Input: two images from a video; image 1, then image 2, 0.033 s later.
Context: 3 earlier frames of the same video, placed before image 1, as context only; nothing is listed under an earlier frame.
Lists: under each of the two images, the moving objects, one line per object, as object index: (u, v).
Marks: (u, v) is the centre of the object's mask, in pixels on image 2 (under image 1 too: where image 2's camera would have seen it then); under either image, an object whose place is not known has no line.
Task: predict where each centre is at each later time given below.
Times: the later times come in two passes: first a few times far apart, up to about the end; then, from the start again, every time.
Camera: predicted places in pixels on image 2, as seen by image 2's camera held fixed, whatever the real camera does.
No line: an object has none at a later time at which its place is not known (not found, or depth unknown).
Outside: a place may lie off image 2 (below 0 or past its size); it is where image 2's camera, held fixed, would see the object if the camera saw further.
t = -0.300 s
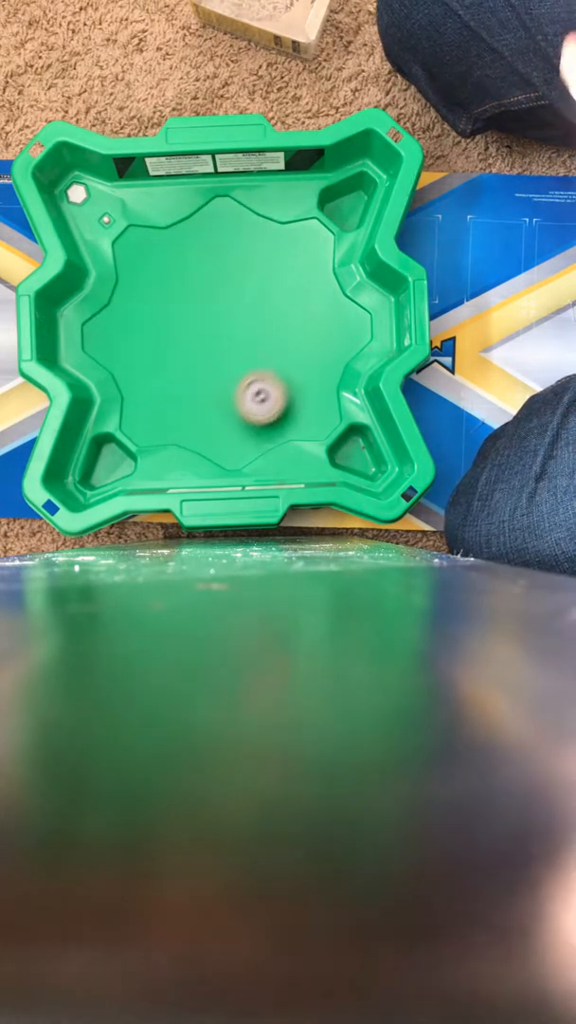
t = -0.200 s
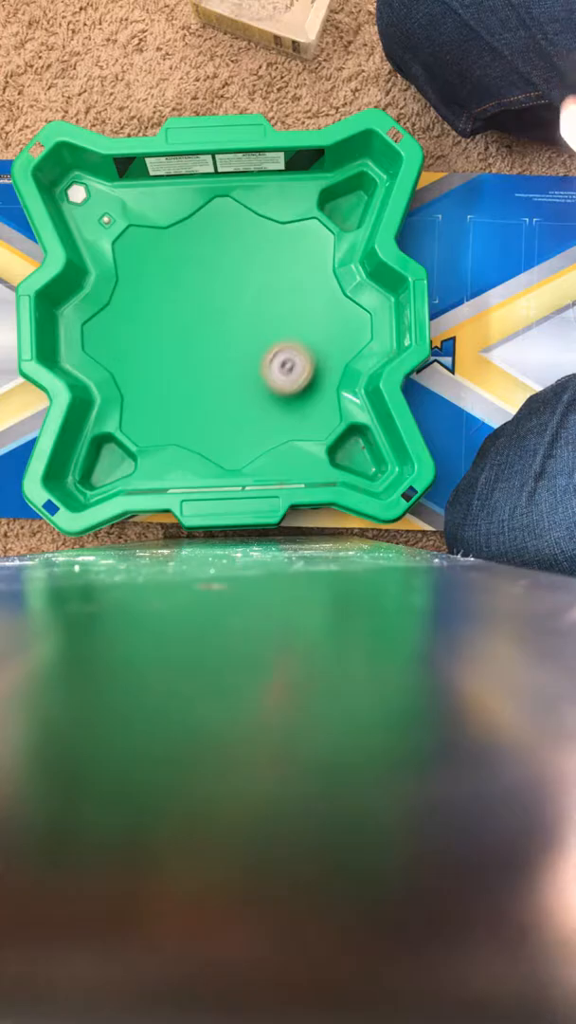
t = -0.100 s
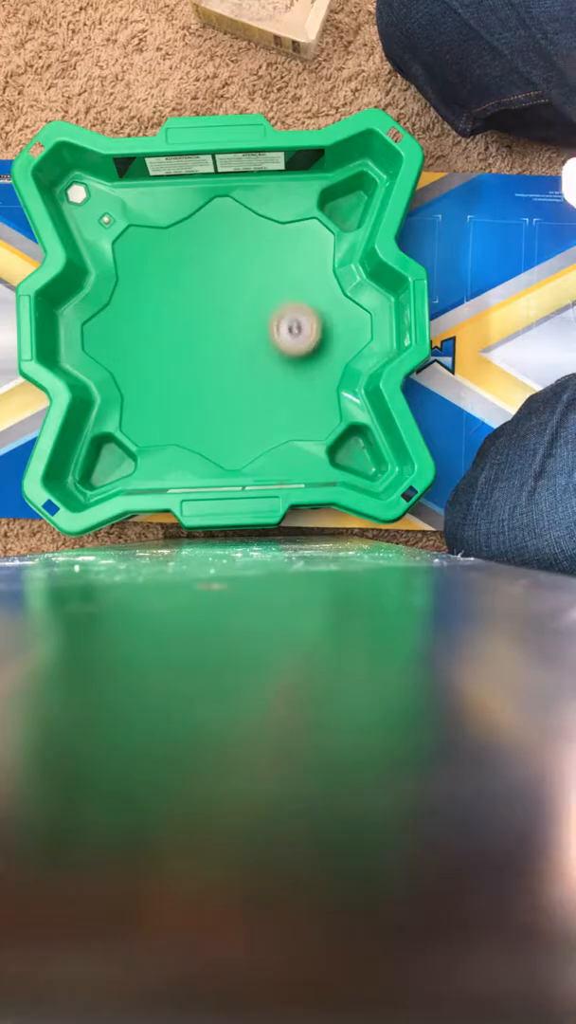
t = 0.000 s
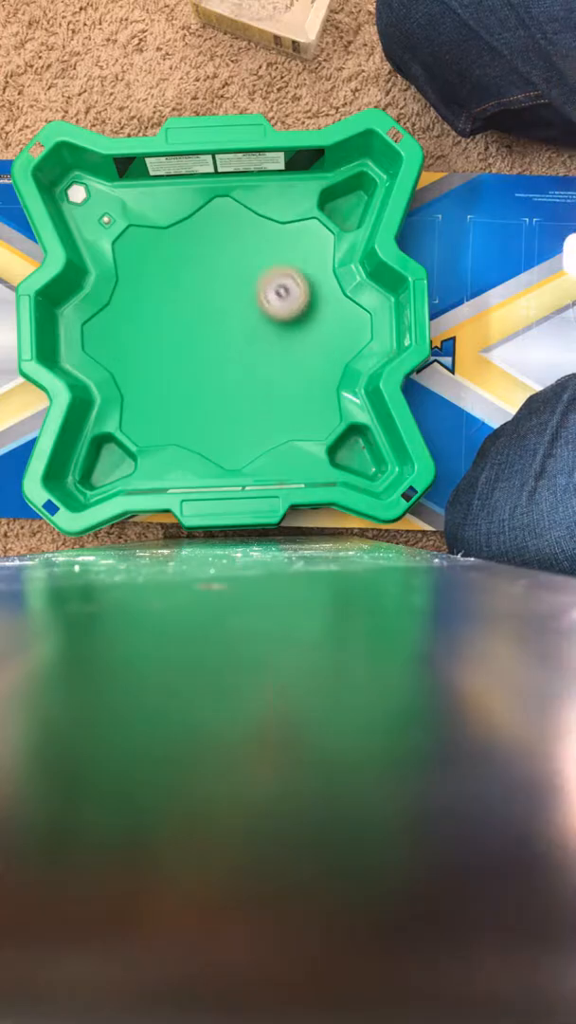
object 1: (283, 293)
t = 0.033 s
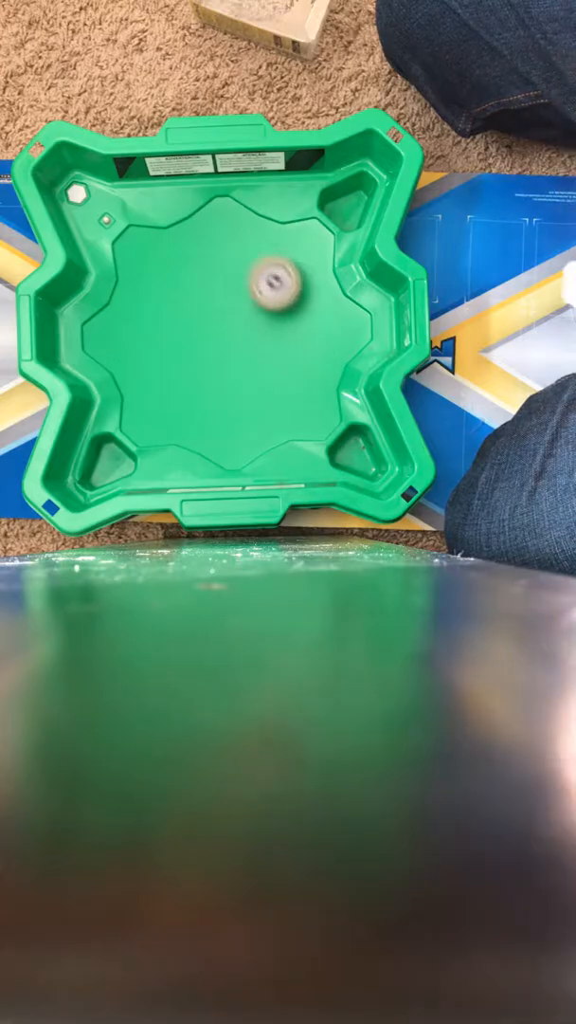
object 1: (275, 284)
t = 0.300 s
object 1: (184, 278)
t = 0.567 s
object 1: (170, 367)
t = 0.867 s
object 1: (263, 386)
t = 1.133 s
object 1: (280, 302)
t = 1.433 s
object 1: (188, 278)
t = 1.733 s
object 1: (176, 369)
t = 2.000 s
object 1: (259, 384)
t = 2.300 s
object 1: (274, 296)
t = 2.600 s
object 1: (184, 288)
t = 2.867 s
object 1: (177, 368)
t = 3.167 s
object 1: (264, 379)
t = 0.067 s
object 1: (266, 275)
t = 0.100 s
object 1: (255, 269)
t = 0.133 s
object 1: (242, 265)
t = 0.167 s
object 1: (231, 263)
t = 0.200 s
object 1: (218, 263)
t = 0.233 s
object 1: (205, 266)
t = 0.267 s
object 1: (194, 271)
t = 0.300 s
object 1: (184, 278)
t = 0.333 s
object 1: (175, 286)
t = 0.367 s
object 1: (168, 296)
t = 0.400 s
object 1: (163, 308)
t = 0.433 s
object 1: (161, 320)
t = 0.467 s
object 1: (160, 332)
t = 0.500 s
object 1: (161, 344)
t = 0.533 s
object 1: (165, 356)
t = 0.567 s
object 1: (170, 367)
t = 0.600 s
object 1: (177, 377)
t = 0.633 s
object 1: (186, 385)
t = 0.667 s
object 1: (196, 391)
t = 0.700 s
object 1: (207, 396)
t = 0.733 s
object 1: (219, 398)
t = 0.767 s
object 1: (231, 399)
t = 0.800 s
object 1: (242, 396)
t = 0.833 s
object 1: (253, 392)
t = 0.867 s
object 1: (263, 386)
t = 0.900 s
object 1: (271, 379)
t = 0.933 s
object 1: (278, 370)
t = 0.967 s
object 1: (283, 359)
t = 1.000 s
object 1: (287, 348)
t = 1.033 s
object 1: (288, 336)
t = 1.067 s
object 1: (287, 324)
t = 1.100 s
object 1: (284, 313)
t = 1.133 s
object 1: (280, 302)
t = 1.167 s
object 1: (273, 293)
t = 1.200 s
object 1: (265, 284)
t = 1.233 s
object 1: (255, 277)
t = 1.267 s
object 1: (244, 272)
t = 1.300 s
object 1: (233, 268)
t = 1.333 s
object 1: (221, 268)
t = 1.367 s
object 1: (209, 269)
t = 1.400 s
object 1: (198, 272)
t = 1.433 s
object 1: (188, 278)
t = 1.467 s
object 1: (179, 285)
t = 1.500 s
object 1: (172, 294)
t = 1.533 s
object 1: (166, 304)
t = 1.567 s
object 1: (163, 315)
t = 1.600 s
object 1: (161, 326)
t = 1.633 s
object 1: (162, 337)
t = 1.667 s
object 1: (164, 349)
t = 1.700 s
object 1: (169, 360)
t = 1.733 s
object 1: (176, 369)
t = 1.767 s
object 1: (184, 378)
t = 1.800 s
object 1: (193, 385)
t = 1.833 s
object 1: (204, 390)
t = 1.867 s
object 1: (216, 393)
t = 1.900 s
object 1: (227, 394)
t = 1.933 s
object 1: (238, 392)
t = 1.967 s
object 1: (250, 389)
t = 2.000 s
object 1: (259, 384)
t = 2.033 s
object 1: (268, 377)
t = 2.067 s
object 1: (275, 369)
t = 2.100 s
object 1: (280, 359)
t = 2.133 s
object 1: (284, 349)
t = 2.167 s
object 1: (286, 338)
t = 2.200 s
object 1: (285, 327)
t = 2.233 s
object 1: (284, 316)
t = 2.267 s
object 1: (280, 305)
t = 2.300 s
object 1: (274, 296)
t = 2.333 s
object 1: (266, 288)
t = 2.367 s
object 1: (258, 281)
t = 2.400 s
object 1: (248, 276)
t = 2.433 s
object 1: (237, 273)
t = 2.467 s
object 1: (225, 272)
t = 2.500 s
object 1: (214, 273)
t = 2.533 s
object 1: (203, 276)
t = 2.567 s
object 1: (193, 281)
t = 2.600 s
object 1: (184, 288)
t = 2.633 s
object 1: (177, 296)
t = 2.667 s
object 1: (171, 306)
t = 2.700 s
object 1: (168, 316)
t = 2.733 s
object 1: (165, 327)
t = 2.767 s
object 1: (166, 338)
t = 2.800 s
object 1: (167, 349)
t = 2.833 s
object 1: (171, 359)
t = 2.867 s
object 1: (177, 368)
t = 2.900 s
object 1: (185, 376)
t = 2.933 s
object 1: (193, 383)
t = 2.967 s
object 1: (203, 388)
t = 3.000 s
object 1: (213, 391)
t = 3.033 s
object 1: (224, 393)
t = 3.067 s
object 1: (235, 392)
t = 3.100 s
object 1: (245, 390)
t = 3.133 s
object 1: (255, 385)
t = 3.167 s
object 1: (264, 379)
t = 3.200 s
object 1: (271, 372)
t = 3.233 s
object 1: (277, 362)
